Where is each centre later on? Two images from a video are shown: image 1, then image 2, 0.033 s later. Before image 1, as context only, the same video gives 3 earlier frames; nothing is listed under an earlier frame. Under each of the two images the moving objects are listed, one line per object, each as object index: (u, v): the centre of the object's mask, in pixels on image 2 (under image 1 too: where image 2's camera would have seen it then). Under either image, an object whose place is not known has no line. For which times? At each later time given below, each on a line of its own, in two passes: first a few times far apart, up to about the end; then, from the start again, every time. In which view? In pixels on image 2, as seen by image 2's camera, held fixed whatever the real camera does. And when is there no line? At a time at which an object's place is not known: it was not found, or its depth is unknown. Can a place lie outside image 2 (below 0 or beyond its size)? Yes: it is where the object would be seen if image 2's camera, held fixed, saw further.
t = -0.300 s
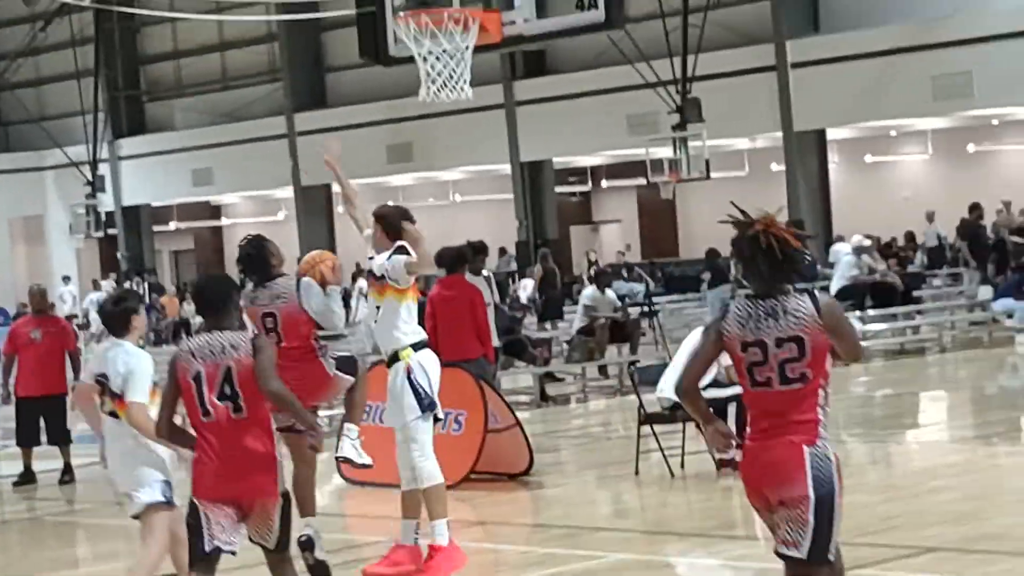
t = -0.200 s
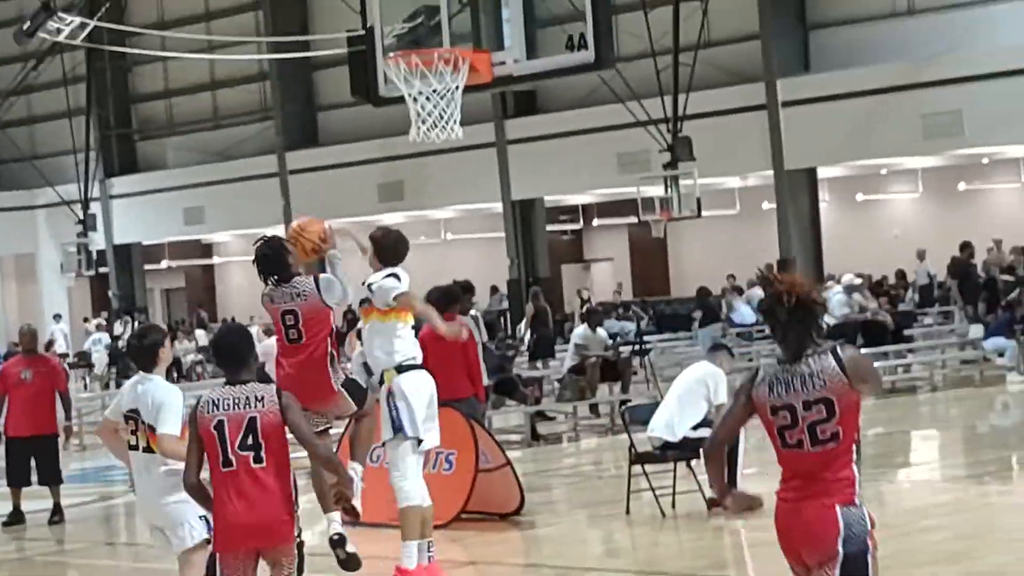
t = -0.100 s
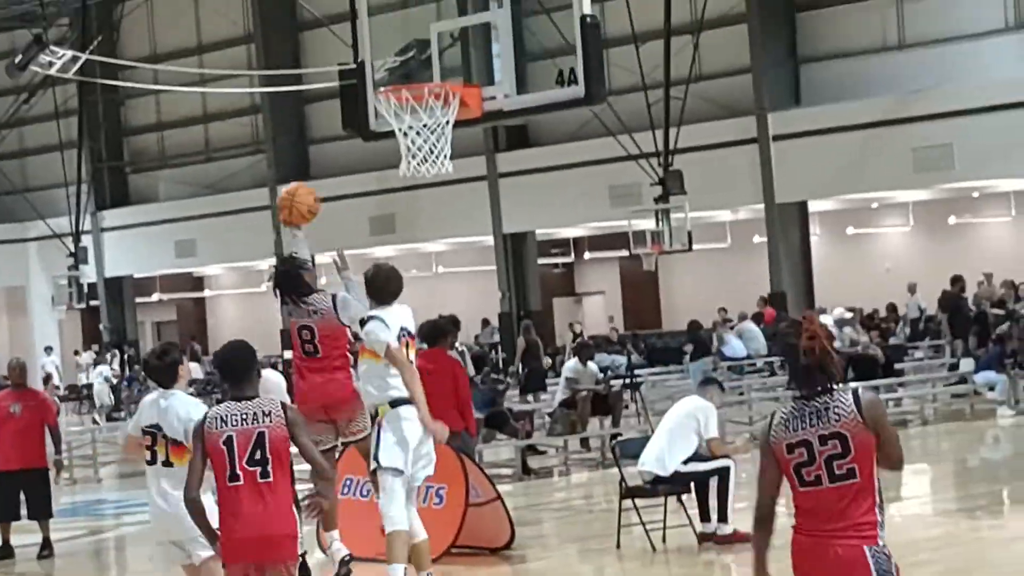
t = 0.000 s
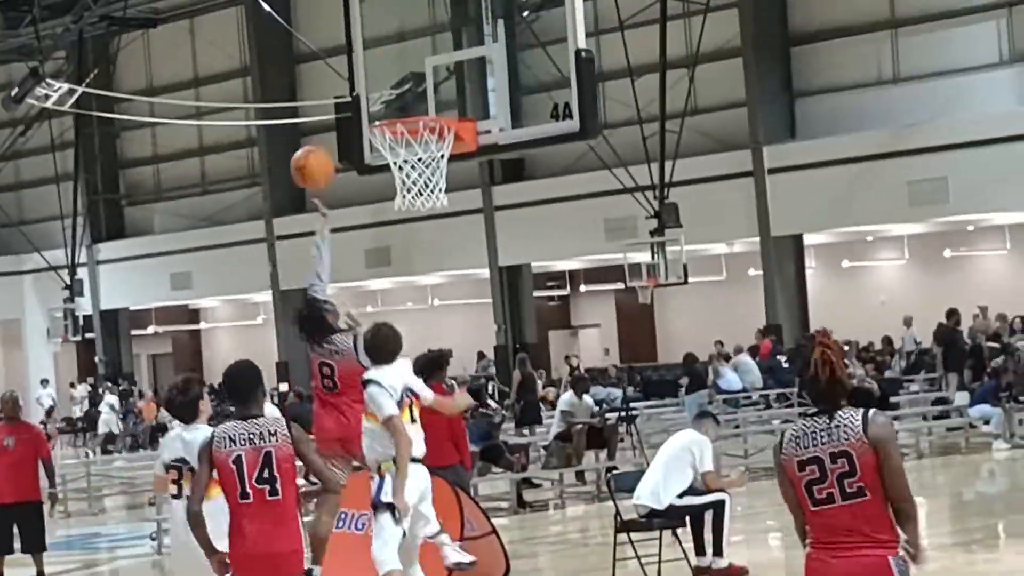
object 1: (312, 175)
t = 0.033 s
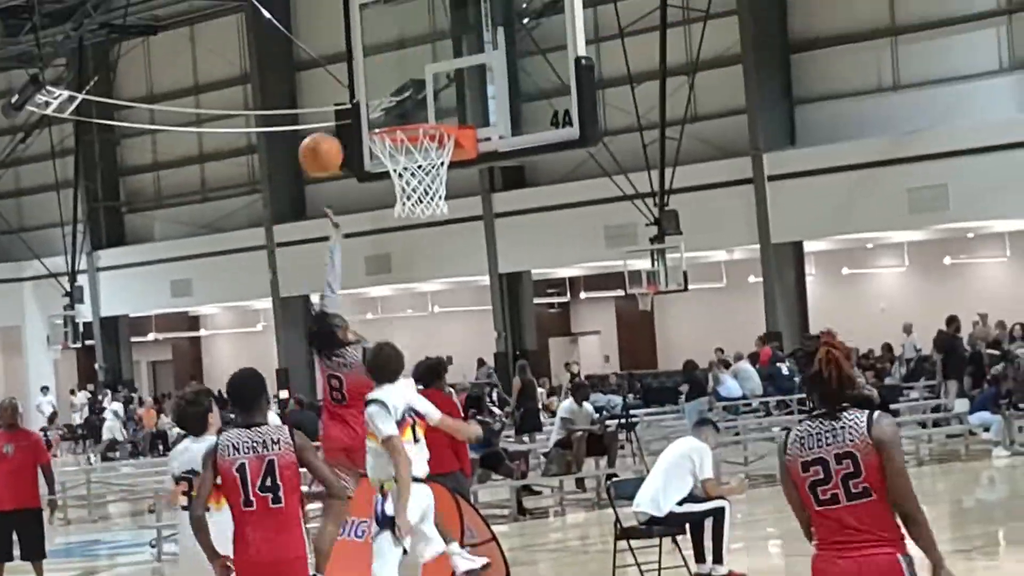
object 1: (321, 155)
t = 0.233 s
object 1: (376, 72)
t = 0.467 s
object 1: (416, 61)
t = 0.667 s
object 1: (410, 121)
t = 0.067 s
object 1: (329, 136)
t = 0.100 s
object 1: (338, 120)
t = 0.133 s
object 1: (347, 105)
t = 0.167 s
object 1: (357, 93)
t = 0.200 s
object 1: (366, 81)
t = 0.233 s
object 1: (376, 72)
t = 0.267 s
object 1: (385, 65)
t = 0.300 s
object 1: (394, 60)
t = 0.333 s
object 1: (404, 56)
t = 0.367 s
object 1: (414, 56)
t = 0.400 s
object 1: (418, 55)
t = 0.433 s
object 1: (417, 57)
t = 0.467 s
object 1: (416, 61)
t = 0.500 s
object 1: (415, 67)
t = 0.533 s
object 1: (413, 75)
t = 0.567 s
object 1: (412, 85)
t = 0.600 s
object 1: (412, 97)
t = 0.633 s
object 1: (410, 108)
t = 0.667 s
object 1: (410, 121)
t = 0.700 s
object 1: (410, 143)
